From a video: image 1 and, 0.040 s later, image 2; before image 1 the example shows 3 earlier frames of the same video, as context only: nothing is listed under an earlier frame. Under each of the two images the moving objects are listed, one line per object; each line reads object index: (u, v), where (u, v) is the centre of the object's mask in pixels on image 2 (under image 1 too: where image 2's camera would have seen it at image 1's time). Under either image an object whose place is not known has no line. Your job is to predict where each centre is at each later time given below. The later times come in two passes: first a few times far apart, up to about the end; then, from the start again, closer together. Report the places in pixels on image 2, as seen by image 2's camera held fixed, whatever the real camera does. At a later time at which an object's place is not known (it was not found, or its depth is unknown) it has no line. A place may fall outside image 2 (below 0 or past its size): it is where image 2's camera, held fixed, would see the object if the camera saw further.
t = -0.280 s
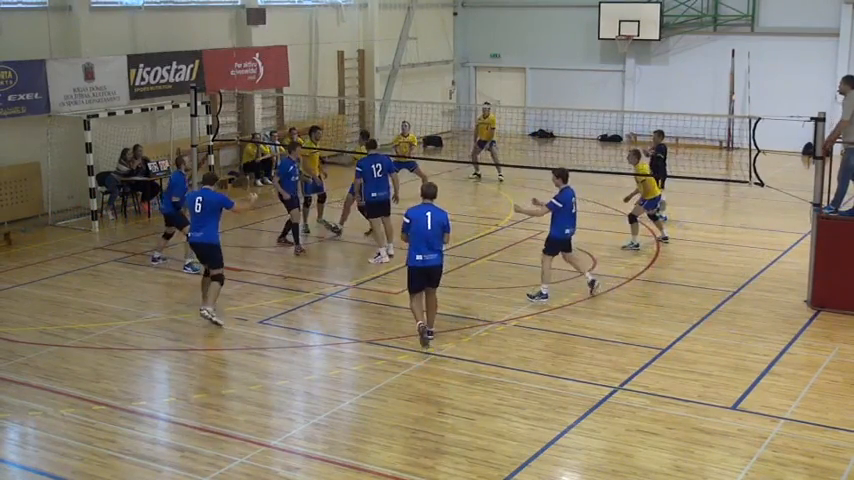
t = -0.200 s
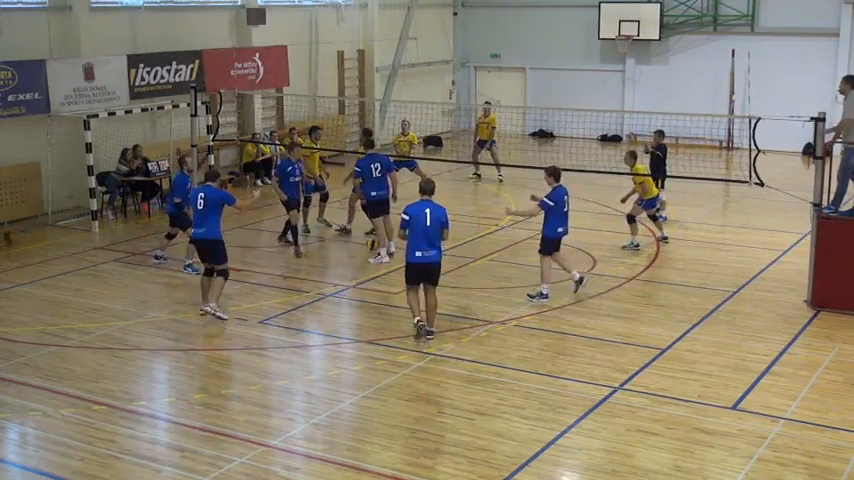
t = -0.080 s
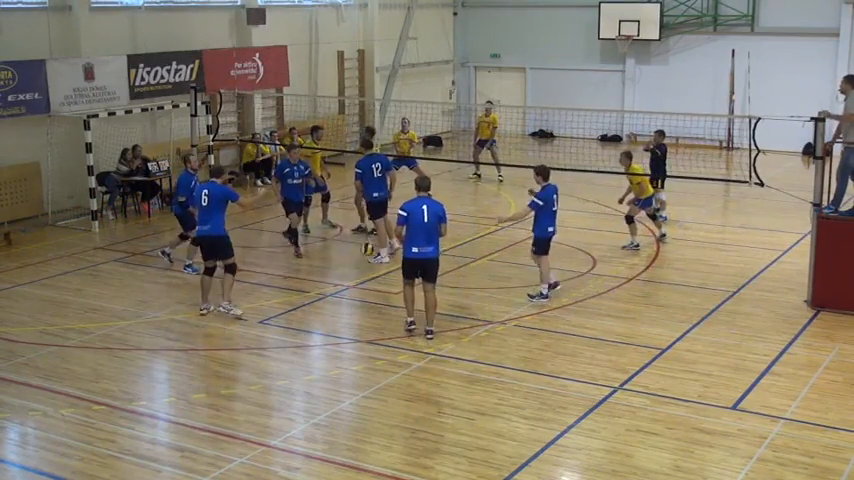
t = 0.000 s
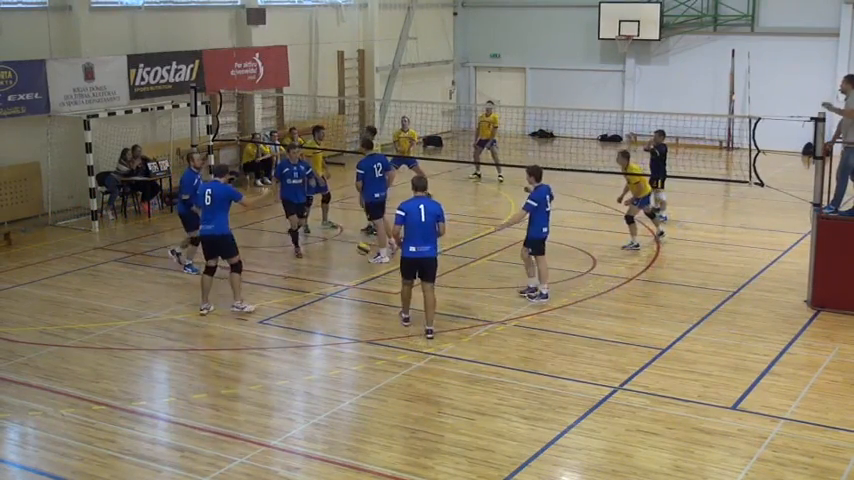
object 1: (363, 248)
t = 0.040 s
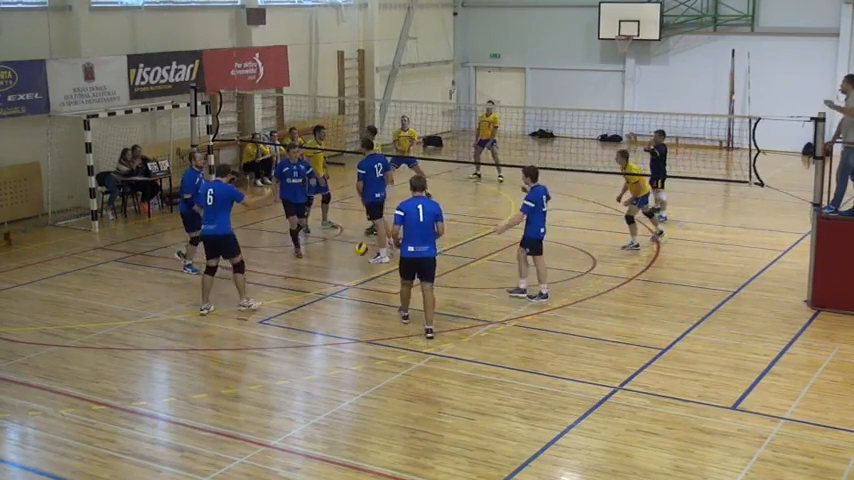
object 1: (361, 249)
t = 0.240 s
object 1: (351, 273)
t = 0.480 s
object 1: (336, 289)
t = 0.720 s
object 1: (320, 326)
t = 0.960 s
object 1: (301, 340)
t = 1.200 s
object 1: (280, 371)
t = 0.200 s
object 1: (353, 266)
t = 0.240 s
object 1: (351, 273)
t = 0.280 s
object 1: (348, 280)
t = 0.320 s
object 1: (347, 289)
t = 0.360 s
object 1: (343, 288)
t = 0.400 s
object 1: (341, 287)
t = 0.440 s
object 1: (338, 287)
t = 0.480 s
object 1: (336, 289)
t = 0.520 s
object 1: (333, 292)
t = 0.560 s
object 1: (332, 295)
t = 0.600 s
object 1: (328, 301)
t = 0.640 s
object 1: (325, 309)
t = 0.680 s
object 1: (322, 318)
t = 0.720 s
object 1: (320, 326)
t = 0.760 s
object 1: (317, 325)
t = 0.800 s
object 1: (314, 326)
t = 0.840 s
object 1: (311, 328)
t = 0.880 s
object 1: (308, 329)
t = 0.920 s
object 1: (304, 335)
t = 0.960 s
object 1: (301, 340)
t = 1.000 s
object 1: (298, 347)
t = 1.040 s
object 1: (295, 355)
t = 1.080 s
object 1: (292, 366)
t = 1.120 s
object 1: (287, 366)
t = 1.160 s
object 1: (284, 367)
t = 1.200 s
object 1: (280, 371)
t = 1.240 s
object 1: (276, 377)
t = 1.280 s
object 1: (272, 384)
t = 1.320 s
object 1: (268, 392)
